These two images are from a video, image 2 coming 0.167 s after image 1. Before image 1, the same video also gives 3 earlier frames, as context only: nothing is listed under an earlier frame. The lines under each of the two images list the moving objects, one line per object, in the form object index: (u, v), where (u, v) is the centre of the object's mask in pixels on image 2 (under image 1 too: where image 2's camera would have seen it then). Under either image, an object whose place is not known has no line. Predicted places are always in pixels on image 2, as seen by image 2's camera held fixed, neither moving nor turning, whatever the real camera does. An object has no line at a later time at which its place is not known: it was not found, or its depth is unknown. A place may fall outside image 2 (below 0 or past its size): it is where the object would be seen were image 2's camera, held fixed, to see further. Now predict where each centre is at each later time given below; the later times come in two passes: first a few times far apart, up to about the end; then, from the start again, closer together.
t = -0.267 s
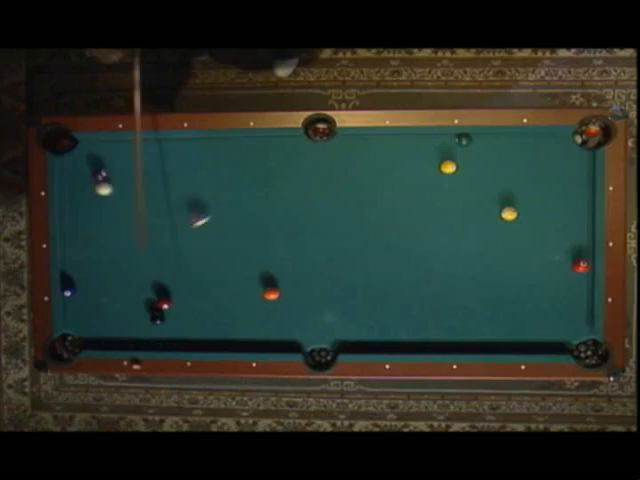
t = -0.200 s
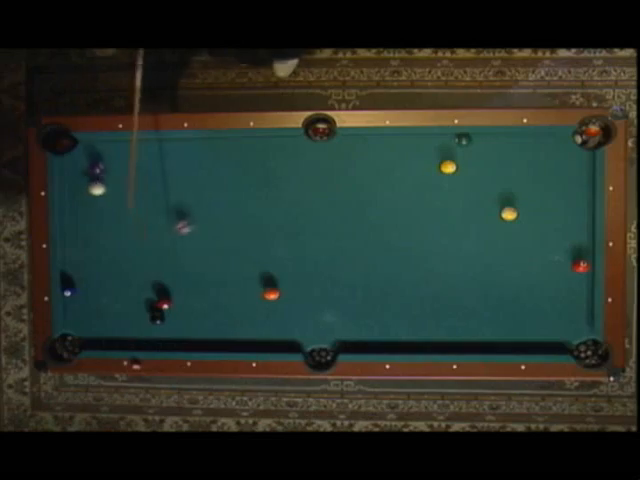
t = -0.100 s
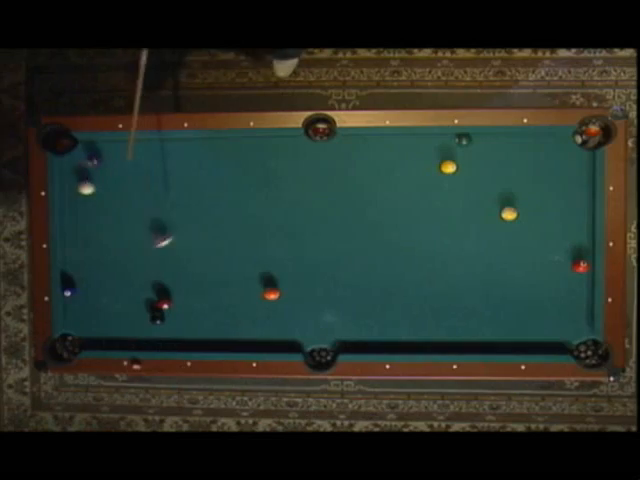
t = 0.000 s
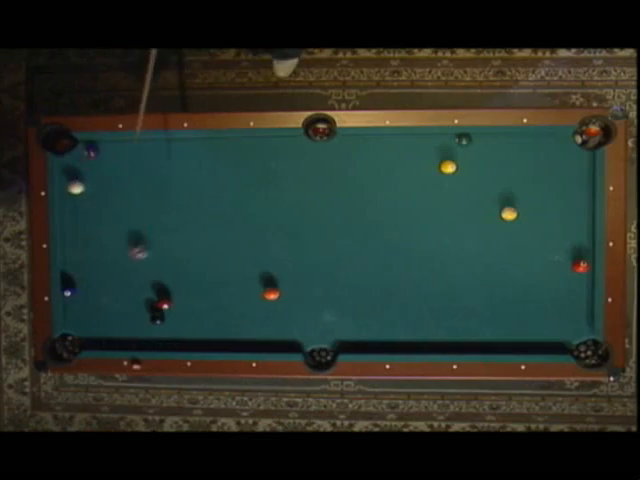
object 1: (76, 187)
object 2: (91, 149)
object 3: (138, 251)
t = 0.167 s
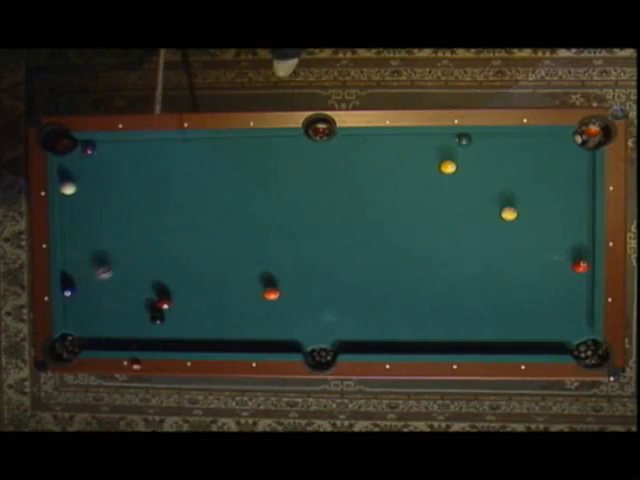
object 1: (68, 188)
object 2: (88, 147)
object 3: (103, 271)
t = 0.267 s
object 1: (75, 191)
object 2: (87, 153)
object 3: (83, 283)
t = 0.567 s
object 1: (94, 198)
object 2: (83, 166)
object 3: (98, 285)
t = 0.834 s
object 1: (109, 205)
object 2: (81, 177)
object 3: (107, 287)
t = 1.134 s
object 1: (124, 213)
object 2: (80, 189)
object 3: (116, 288)
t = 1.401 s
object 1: (135, 220)
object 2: (78, 197)
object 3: (123, 288)
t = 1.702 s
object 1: (146, 227)
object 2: (77, 205)
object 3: (128, 292)
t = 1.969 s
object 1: (153, 233)
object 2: (76, 211)
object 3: (129, 292)
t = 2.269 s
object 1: (159, 240)
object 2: (76, 218)
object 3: (129, 293)
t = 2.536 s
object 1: (163, 245)
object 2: (75, 222)
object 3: (129, 292)
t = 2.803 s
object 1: (167, 250)
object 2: (74, 225)
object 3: (129, 292)
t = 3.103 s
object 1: (169, 254)
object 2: (74, 227)
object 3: (129, 292)
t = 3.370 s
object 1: (170, 256)
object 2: (74, 228)
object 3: (129, 293)
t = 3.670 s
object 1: (171, 258)
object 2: (74, 227)
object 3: (129, 292)
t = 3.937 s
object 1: (171, 258)
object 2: (74, 228)
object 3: (129, 292)
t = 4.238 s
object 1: (171, 258)
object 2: (74, 227)
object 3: (129, 292)
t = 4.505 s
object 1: (171, 258)
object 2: (74, 227)
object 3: (129, 292)
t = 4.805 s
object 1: (171, 258)
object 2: (74, 228)
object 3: (129, 292)
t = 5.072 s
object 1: (171, 258)
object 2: (74, 228)
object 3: (129, 292)
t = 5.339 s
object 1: (171, 258)
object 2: (74, 228)
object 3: (129, 292)
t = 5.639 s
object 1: (171, 258)
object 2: (74, 228)
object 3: (129, 292)
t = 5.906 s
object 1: (171, 258)
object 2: (74, 228)
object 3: (129, 292)
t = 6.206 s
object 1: (171, 258)
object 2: (74, 228)
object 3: (129, 292)
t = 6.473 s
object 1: (171, 258)
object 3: (129, 292)
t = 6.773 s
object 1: (171, 258)
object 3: (129, 292)
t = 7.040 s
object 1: (171, 258)
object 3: (129, 292)
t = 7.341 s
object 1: (171, 258)
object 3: (129, 293)
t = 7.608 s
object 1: (171, 258)
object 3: (129, 292)
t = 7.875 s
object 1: (171, 258)
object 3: (129, 292)
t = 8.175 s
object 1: (171, 258)
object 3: (129, 292)
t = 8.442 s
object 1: (171, 258)
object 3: (129, 292)
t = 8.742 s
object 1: (171, 258)
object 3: (129, 293)
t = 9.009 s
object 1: (171, 258)
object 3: (129, 292)
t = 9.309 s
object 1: (171, 258)
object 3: (129, 292)
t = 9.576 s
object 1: (171, 258)
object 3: (129, 292)
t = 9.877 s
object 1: (171, 258)
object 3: (129, 293)
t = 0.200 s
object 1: (70, 189)
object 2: (88, 150)
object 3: (98, 275)
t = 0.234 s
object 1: (73, 190)
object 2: (87, 152)
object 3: (90, 279)
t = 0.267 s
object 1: (75, 191)
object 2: (87, 153)
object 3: (83, 283)
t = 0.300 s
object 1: (77, 191)
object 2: (86, 155)
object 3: (82, 285)
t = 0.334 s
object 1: (79, 192)
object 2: (86, 156)
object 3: (85, 284)
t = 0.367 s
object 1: (81, 193)
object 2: (85, 158)
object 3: (87, 284)
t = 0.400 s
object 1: (84, 194)
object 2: (85, 160)
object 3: (89, 283)
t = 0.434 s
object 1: (86, 195)
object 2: (85, 161)
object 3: (91, 284)
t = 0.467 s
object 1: (88, 196)
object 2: (84, 162)
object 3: (93, 284)
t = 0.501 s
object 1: (90, 197)
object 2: (84, 163)
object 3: (94, 284)
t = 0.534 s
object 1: (92, 197)
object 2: (84, 165)
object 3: (96, 284)
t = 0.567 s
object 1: (94, 198)
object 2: (83, 166)
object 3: (98, 285)
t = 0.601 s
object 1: (96, 199)
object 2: (83, 168)
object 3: (100, 285)
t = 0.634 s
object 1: (98, 200)
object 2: (83, 169)
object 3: (101, 285)
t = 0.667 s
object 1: (100, 200)
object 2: (82, 170)
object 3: (102, 286)
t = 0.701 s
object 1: (102, 202)
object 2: (82, 171)
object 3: (103, 286)
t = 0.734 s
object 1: (103, 202)
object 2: (82, 173)
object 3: (104, 286)
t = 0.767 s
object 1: (105, 203)
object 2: (82, 175)
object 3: (105, 286)
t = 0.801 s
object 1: (107, 204)
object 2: (82, 176)
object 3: (106, 286)
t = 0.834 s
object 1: (109, 205)
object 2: (81, 177)
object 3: (107, 287)
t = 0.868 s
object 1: (111, 206)
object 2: (81, 179)
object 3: (108, 287)
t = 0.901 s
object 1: (112, 207)
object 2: (81, 180)
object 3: (109, 287)
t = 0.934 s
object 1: (114, 208)
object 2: (81, 181)
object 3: (110, 287)
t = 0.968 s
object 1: (115, 209)
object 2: (80, 183)
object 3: (111, 286)
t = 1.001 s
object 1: (117, 209)
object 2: (80, 184)
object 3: (112, 287)
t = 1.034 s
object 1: (119, 210)
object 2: (80, 186)
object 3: (114, 287)
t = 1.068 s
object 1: (120, 211)
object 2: (80, 186)
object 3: (115, 287)
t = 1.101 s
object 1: (122, 212)
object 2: (80, 187)
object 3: (115, 288)
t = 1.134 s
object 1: (124, 213)
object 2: (80, 189)
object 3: (116, 288)
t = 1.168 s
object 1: (125, 214)
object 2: (80, 190)
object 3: (118, 289)
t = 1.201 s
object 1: (127, 215)
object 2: (79, 191)
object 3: (118, 290)
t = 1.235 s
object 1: (128, 216)
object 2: (79, 192)
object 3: (119, 290)
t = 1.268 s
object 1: (130, 216)
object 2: (79, 193)
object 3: (120, 290)
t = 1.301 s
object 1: (131, 217)
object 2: (78, 194)
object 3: (121, 290)
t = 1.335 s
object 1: (133, 218)
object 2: (78, 195)
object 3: (121, 288)
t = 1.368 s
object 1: (134, 219)
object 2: (78, 196)
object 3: (122, 288)
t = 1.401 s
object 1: (135, 220)
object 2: (78, 197)
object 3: (123, 288)
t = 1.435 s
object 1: (136, 221)
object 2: (78, 198)
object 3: (123, 289)
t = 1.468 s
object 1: (138, 222)
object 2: (78, 199)
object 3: (124, 289)
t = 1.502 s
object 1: (139, 222)
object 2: (77, 200)
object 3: (125, 290)
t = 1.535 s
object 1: (140, 223)
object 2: (77, 200)
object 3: (125, 290)
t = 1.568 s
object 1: (141, 224)
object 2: (77, 201)
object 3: (126, 291)
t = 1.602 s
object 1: (142, 225)
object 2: (77, 202)
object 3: (126, 291)
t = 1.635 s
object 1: (144, 226)
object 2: (77, 203)
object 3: (127, 291)
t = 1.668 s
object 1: (145, 227)
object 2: (77, 204)
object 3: (127, 291)
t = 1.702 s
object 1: (146, 227)
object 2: (77, 205)
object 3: (128, 292)
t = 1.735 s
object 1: (147, 228)
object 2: (77, 206)
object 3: (128, 292)
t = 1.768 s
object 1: (148, 229)
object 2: (77, 207)
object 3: (128, 292)
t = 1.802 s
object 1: (149, 230)
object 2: (77, 208)
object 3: (129, 292)
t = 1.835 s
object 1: (150, 230)
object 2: (76, 208)
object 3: (129, 292)
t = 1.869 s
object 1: (151, 231)
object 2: (76, 209)
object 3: (129, 293)
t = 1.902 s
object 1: (152, 232)
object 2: (76, 209)
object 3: (129, 292)
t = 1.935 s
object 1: (152, 233)
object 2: (76, 211)
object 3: (129, 292)
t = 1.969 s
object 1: (153, 233)
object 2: (76, 211)
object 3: (129, 292)
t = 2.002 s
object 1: (154, 234)
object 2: (76, 212)
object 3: (129, 292)
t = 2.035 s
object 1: (155, 235)
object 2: (76, 213)
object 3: (129, 292)
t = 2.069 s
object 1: (155, 236)
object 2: (76, 214)
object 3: (129, 293)
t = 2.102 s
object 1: (156, 237)
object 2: (76, 215)
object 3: (129, 292)
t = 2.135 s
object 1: (157, 237)
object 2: (76, 215)
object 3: (129, 293)
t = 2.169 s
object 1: (158, 238)
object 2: (76, 216)
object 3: (129, 293)
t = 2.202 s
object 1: (158, 239)
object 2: (76, 217)
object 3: (129, 293)
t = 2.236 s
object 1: (159, 239)
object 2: (76, 217)
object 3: (129, 293)
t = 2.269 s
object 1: (159, 240)
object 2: (76, 218)
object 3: (129, 293)
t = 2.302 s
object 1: (160, 240)
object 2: (75, 218)
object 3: (129, 293)
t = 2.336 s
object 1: (161, 241)
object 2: (75, 219)
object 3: (129, 292)
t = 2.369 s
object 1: (161, 242)
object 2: (75, 219)
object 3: (129, 292)
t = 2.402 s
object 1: (162, 243)
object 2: (75, 220)
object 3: (129, 292)
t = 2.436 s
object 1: (162, 243)
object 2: (75, 221)
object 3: (129, 292)
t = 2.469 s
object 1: (163, 244)
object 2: (75, 221)
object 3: (129, 292)
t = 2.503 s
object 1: (163, 244)
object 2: (75, 222)
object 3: (129, 292)
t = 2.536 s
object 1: (163, 245)
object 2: (75, 222)
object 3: (129, 292)
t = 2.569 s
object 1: (164, 246)
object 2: (75, 222)
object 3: (129, 293)
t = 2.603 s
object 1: (164, 246)
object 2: (75, 223)
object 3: (129, 292)
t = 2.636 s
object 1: (165, 247)
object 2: (75, 223)
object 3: (129, 292)
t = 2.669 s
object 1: (165, 247)
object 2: (75, 224)
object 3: (129, 292)
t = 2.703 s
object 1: (166, 248)
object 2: (75, 224)
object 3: (129, 292)
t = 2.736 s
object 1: (166, 249)
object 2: (75, 224)
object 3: (129, 292)
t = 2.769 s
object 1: (166, 249)
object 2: (75, 225)
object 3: (129, 292)
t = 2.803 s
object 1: (167, 250)
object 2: (74, 225)
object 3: (129, 292)
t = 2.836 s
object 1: (167, 250)
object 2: (74, 225)
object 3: (129, 292)
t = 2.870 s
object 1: (167, 251)
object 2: (74, 225)
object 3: (129, 292)
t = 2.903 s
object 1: (168, 251)
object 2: (74, 226)
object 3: (129, 292)
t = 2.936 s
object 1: (168, 252)
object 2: (74, 226)
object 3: (129, 292)
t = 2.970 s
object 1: (168, 252)
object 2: (74, 226)
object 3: (129, 292)
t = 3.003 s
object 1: (168, 253)
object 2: (74, 226)
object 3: (129, 292)
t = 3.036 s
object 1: (169, 253)
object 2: (74, 227)
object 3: (129, 292)
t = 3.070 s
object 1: (169, 253)
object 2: (74, 227)
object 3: (129, 292)
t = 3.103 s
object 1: (169, 254)
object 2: (74, 227)
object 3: (129, 292)
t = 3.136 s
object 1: (170, 254)
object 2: (74, 227)
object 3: (129, 292)
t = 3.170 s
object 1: (170, 254)
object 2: (74, 227)
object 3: (129, 292)
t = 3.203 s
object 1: (170, 255)
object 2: (74, 227)
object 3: (129, 292)
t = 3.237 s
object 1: (170, 255)
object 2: (74, 228)
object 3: (129, 292)
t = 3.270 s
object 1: (170, 255)
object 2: (74, 228)
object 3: (129, 292)
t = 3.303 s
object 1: (170, 256)
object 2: (74, 228)
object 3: (129, 292)
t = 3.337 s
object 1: (170, 256)
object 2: (74, 228)
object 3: (129, 292)
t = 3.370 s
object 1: (170, 256)
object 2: (74, 228)
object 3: (129, 293)
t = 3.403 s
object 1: (170, 257)
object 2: (74, 228)
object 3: (129, 293)
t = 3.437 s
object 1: (171, 257)
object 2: (74, 228)
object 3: (129, 293)
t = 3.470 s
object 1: (171, 257)
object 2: (74, 227)
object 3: (129, 292)
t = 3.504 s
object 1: (171, 257)
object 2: (74, 227)
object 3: (129, 292)
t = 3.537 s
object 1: (171, 257)
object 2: (74, 227)
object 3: (129, 292)
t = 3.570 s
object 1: (171, 257)
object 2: (74, 227)
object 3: (129, 292)
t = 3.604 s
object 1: (171, 258)
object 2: (74, 227)
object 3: (129, 292)
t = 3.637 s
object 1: (171, 258)
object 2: (74, 227)
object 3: (129, 292)
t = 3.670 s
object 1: (171, 258)
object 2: (74, 227)
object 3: (129, 292)
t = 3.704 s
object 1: (171, 258)
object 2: (74, 227)
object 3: (129, 292)
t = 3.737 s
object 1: (171, 258)
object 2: (74, 227)
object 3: (129, 292)
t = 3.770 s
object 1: (171, 258)
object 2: (74, 227)
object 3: (129, 292)
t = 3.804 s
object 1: (171, 258)
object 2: (74, 227)
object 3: (129, 292)
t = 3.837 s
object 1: (171, 258)
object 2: (74, 227)
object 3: (129, 292)
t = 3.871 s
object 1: (171, 258)
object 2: (74, 227)
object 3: (129, 292)
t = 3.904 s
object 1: (171, 258)
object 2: (74, 228)
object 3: (129, 292)
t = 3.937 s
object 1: (171, 258)
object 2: (74, 228)
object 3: (129, 292)
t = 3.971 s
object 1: (171, 258)
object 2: (74, 228)
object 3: (129, 292)
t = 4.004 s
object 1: (171, 258)
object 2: (74, 227)
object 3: (129, 292)
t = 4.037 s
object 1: (171, 258)
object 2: (74, 227)
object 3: (129, 292)
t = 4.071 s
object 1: (171, 258)
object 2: (74, 227)
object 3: (129, 292)
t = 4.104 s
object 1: (171, 258)
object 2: (74, 227)
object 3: (129, 292)
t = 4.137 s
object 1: (171, 258)
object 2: (74, 227)
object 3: (129, 292)
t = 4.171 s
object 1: (171, 258)
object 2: (74, 227)
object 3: (129, 292)
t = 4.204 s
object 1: (171, 258)
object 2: (74, 227)
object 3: (129, 292)
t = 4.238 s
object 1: (171, 258)
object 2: (74, 227)
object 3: (129, 292)
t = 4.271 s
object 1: (171, 258)
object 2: (74, 227)
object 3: (129, 292)
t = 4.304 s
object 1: (171, 258)
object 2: (74, 228)
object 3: (129, 292)
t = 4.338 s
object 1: (171, 258)
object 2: (74, 228)
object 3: (129, 292)
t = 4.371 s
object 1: (171, 258)
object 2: (74, 228)
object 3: (129, 292)
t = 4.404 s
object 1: (171, 258)
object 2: (74, 227)
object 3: (129, 292)
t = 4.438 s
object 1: (171, 258)
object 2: (74, 227)
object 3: (129, 292)
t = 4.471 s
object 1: (171, 258)
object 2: (74, 228)
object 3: (129, 292)
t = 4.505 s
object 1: (171, 258)
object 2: (74, 227)
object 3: (129, 292)
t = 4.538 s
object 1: (171, 258)
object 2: (74, 227)
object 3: (129, 292)
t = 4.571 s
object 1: (171, 258)
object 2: (74, 227)
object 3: (129, 292)
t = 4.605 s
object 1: (171, 258)
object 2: (74, 227)
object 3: (129, 292)
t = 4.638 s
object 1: (171, 258)
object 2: (74, 228)
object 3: (129, 292)
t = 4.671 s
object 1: (171, 258)
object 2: (74, 228)
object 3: (129, 292)
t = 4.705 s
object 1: (171, 258)
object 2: (74, 228)
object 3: (129, 292)
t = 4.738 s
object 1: (171, 258)
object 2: (74, 227)
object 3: (129, 292)
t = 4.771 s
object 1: (171, 258)
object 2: (74, 227)
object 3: (129, 292)
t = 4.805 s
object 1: (171, 258)
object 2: (74, 228)
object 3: (129, 292)
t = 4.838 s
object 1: (171, 258)
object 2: (74, 228)
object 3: (129, 292)
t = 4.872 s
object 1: (171, 258)
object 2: (74, 228)
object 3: (129, 292)
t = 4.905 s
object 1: (171, 258)
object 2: (74, 228)
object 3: (129, 292)
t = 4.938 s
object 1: (171, 258)
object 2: (74, 228)
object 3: (129, 292)
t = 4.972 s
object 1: (171, 258)
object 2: (74, 228)
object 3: (129, 292)
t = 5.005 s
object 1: (171, 258)
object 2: (74, 228)
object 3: (129, 293)
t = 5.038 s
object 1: (171, 258)
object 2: (74, 228)
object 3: (129, 292)
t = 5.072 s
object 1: (171, 258)
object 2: (74, 228)
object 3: (129, 292)
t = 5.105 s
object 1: (171, 258)
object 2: (74, 228)
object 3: (129, 292)
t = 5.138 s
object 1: (171, 258)
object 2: (74, 228)
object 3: (129, 292)
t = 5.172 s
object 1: (171, 258)
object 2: (74, 228)
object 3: (129, 292)
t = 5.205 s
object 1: (171, 258)
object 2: (74, 228)
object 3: (129, 293)
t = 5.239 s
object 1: (171, 258)
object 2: (74, 228)
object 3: (129, 292)
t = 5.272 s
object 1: (171, 258)
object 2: (74, 228)
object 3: (129, 292)
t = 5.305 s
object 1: (171, 258)
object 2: (74, 228)
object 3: (129, 292)
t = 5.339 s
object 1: (171, 258)
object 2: (74, 228)
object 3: (129, 292)
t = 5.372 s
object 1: (171, 258)
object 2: (74, 228)
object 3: (129, 292)
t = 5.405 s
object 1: (171, 258)
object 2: (74, 228)
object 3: (129, 292)
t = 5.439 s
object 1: (171, 258)
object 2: (74, 228)
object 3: (129, 292)
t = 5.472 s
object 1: (171, 258)
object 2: (74, 228)
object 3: (129, 292)
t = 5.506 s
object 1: (171, 258)
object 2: (74, 228)
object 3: (129, 292)
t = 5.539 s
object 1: (171, 258)
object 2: (74, 228)
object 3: (129, 292)
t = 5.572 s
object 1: (171, 258)
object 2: (74, 228)
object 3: (129, 292)
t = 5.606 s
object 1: (171, 258)
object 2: (74, 228)
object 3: (129, 292)
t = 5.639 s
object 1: (171, 258)
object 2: (74, 228)
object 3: (129, 292)
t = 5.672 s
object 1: (171, 258)
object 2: (74, 228)
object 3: (129, 292)
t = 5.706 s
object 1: (171, 258)
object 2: (74, 228)
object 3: (129, 292)
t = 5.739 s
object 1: (171, 258)
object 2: (74, 228)
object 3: (129, 292)
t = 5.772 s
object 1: (171, 258)
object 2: (74, 228)
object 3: (129, 292)
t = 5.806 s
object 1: (171, 258)
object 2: (74, 228)
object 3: (129, 292)
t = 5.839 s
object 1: (171, 258)
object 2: (74, 228)
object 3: (129, 292)
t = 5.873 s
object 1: (171, 258)
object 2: (74, 228)
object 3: (129, 292)
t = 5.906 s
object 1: (171, 258)
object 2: (74, 228)
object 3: (129, 292)
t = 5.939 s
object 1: (171, 258)
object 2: (74, 228)
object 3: (129, 292)
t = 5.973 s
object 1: (171, 258)
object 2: (74, 228)
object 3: (129, 292)
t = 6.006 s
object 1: (171, 258)
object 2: (74, 228)
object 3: (129, 292)
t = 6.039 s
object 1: (171, 258)
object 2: (74, 228)
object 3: (129, 292)
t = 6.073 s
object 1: (171, 258)
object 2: (74, 228)
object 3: (129, 292)
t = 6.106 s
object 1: (171, 258)
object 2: (74, 228)
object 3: (129, 292)
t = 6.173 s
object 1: (171, 258)
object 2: (74, 228)
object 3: (129, 292)
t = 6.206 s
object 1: (171, 258)
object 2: (74, 228)
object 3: (129, 292)
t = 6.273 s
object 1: (171, 258)
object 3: (129, 293)
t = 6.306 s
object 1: (171, 258)
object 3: (129, 292)
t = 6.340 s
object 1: (171, 258)
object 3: (129, 293)
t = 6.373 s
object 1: (171, 258)
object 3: (129, 292)
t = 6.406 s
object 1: (171, 258)
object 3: (129, 292)
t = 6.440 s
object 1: (171, 258)
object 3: (129, 292)
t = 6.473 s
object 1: (171, 258)
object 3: (129, 292)
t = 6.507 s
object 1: (171, 258)
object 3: (129, 292)
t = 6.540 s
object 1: (171, 258)
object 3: (129, 292)
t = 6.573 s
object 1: (171, 258)
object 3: (129, 292)
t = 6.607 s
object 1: (171, 258)
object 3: (129, 292)
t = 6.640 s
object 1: (171, 258)
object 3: (129, 292)
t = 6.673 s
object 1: (171, 258)
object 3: (129, 292)
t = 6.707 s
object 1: (171, 258)
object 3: (129, 292)
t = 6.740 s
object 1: (171, 258)
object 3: (129, 292)
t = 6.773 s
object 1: (171, 258)
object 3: (129, 292)
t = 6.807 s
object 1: (171, 258)
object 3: (129, 292)
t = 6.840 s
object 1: (171, 258)
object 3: (129, 292)
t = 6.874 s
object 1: (171, 258)
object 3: (129, 292)
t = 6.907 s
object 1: (171, 258)
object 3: (129, 292)
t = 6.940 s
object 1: (171, 258)
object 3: (129, 292)
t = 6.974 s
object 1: (171, 258)
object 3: (129, 292)
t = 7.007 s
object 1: (171, 258)
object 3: (129, 292)
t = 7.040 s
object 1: (171, 258)
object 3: (129, 292)
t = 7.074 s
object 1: (171, 258)
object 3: (129, 292)
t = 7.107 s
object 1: (171, 258)
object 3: (129, 292)
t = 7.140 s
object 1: (171, 258)
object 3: (129, 292)
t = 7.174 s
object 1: (171, 258)
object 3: (129, 293)
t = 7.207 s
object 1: (171, 258)
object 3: (129, 293)
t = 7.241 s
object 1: (171, 258)
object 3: (129, 293)
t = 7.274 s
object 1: (171, 258)
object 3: (129, 293)
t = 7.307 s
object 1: (171, 258)
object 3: (129, 292)
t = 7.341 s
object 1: (171, 258)
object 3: (129, 293)
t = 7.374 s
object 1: (171, 258)
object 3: (129, 293)
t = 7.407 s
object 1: (171, 258)
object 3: (129, 293)
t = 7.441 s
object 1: (171, 258)
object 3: (129, 293)
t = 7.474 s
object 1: (171, 258)
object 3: (129, 293)
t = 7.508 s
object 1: (171, 258)
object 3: (129, 293)
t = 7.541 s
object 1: (171, 258)
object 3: (129, 293)
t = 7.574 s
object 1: (171, 258)
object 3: (129, 292)
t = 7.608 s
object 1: (171, 258)
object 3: (129, 292)
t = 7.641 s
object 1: (171, 258)
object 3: (129, 292)
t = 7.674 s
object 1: (171, 258)
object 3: (129, 292)
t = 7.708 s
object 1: (171, 258)
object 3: (129, 293)
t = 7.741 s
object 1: (171, 258)
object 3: (129, 293)
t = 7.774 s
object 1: (171, 258)
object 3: (129, 292)
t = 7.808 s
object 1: (171, 258)
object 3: (129, 293)
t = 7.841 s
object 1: (171, 258)
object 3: (129, 293)
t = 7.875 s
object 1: (171, 258)
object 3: (129, 292)
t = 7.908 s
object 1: (171, 258)
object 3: (129, 292)
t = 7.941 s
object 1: (171, 258)
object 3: (129, 292)
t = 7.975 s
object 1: (171, 258)
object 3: (129, 292)
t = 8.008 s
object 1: (171, 258)
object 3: (129, 292)
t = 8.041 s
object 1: (171, 258)
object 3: (129, 292)
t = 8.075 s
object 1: (171, 258)
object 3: (129, 292)
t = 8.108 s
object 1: (171, 258)
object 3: (129, 292)
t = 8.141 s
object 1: (171, 258)
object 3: (129, 292)
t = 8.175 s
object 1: (171, 258)
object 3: (129, 292)
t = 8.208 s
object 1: (171, 258)
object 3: (129, 293)
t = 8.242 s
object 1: (171, 258)
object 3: (129, 292)
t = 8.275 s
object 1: (171, 258)
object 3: (129, 292)
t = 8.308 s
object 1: (171, 258)
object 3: (129, 292)
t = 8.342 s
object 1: (171, 258)
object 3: (129, 292)
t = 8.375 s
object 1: (171, 258)
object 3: (129, 292)
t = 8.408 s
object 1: (171, 258)
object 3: (129, 292)
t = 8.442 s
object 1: (171, 258)
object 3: (129, 292)
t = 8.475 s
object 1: (171, 258)
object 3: (129, 292)
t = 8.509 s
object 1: (171, 258)
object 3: (129, 292)
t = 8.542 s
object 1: (171, 258)
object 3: (129, 292)
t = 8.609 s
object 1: (171, 258)
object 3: (129, 292)
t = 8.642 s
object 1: (171, 258)
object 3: (129, 292)
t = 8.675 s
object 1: (171, 258)
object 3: (129, 292)
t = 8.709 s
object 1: (171, 258)
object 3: (129, 293)
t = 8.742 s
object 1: (171, 258)
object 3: (129, 293)
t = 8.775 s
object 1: (171, 258)
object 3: (129, 293)
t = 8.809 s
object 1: (171, 258)
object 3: (129, 293)
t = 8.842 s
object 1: (171, 258)
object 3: (129, 293)
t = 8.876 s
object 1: (171, 258)
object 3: (129, 293)
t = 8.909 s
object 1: (171, 258)
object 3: (129, 292)
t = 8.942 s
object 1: (171, 258)
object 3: (129, 293)
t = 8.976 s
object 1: (171, 258)
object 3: (129, 293)
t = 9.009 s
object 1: (171, 258)
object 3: (129, 292)
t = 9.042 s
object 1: (171, 258)
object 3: (129, 293)
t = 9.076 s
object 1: (171, 258)
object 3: (129, 292)
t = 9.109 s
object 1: (171, 258)
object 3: (129, 293)
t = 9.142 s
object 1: (171, 258)
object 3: (129, 293)
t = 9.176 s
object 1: (171, 258)
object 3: (129, 292)
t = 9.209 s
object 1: (171, 258)
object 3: (129, 292)
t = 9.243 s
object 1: (171, 258)
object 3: (129, 292)
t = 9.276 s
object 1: (171, 258)
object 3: (129, 292)
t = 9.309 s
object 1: (171, 258)
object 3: (129, 292)
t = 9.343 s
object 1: (171, 258)
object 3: (129, 292)
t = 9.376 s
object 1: (171, 258)
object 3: (129, 292)
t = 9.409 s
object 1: (171, 258)
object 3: (129, 292)
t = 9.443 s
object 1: (171, 258)
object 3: (129, 293)
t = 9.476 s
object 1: (171, 258)
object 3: (129, 292)
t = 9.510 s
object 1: (171, 258)
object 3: (129, 292)
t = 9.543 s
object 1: (171, 258)
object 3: (129, 292)
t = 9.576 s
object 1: (171, 258)
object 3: (129, 292)
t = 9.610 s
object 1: (171, 258)
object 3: (129, 292)
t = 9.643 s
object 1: (171, 258)
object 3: (129, 293)
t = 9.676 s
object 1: (171, 258)
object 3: (129, 293)
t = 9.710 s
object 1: (171, 258)
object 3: (129, 293)
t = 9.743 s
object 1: (171, 258)
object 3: (129, 293)
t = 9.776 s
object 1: (171, 258)
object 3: (129, 292)
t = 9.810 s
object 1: (171, 258)
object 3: (129, 293)
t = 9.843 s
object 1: (171, 258)
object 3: (129, 293)
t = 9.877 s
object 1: (171, 258)
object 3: (129, 293)
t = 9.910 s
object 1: (171, 258)
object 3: (129, 292)
